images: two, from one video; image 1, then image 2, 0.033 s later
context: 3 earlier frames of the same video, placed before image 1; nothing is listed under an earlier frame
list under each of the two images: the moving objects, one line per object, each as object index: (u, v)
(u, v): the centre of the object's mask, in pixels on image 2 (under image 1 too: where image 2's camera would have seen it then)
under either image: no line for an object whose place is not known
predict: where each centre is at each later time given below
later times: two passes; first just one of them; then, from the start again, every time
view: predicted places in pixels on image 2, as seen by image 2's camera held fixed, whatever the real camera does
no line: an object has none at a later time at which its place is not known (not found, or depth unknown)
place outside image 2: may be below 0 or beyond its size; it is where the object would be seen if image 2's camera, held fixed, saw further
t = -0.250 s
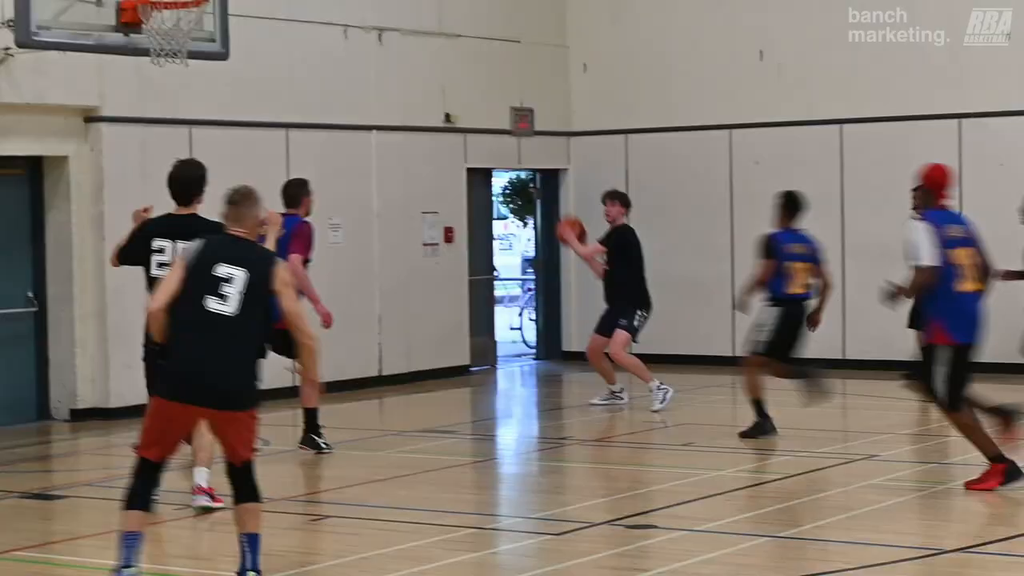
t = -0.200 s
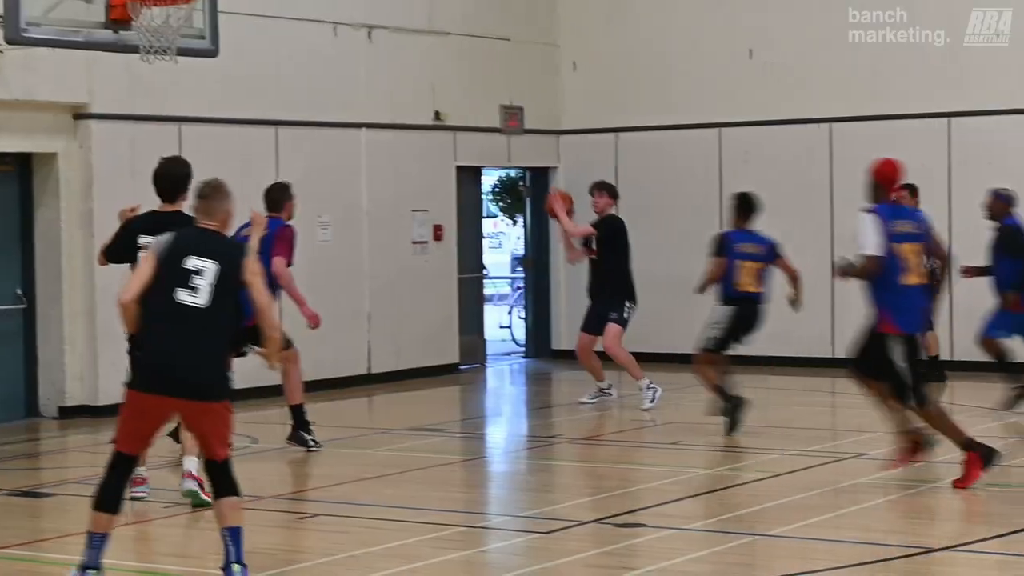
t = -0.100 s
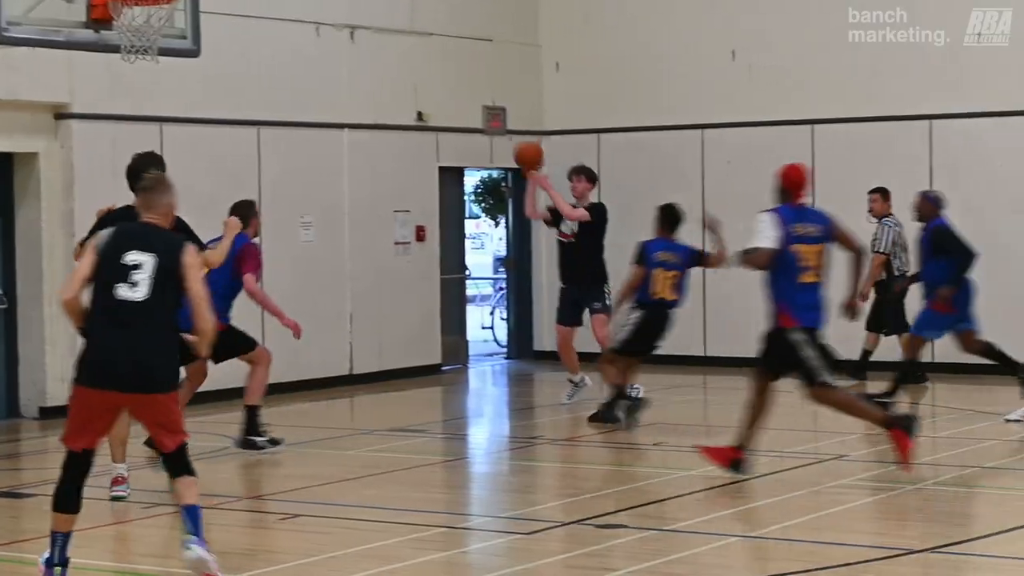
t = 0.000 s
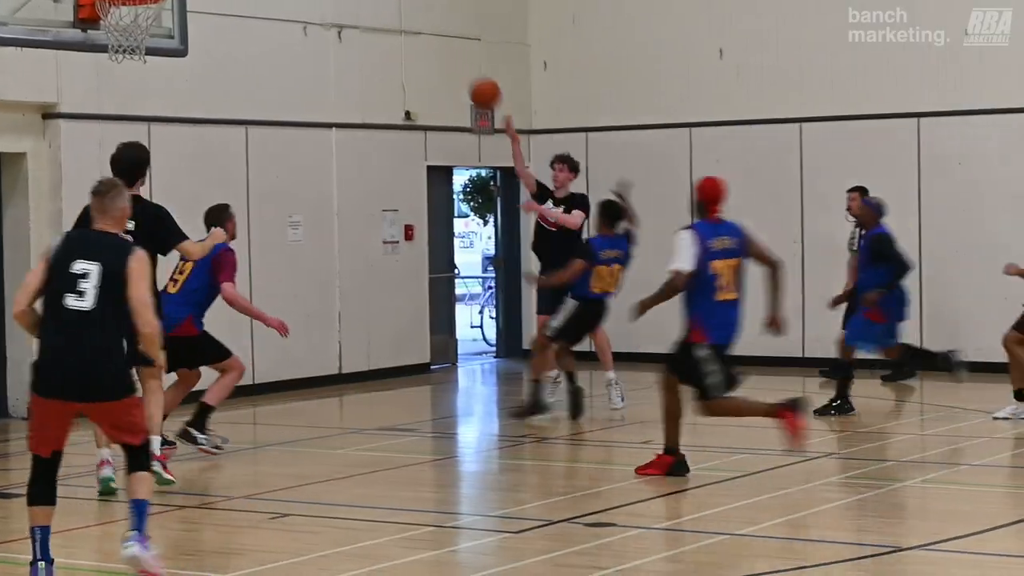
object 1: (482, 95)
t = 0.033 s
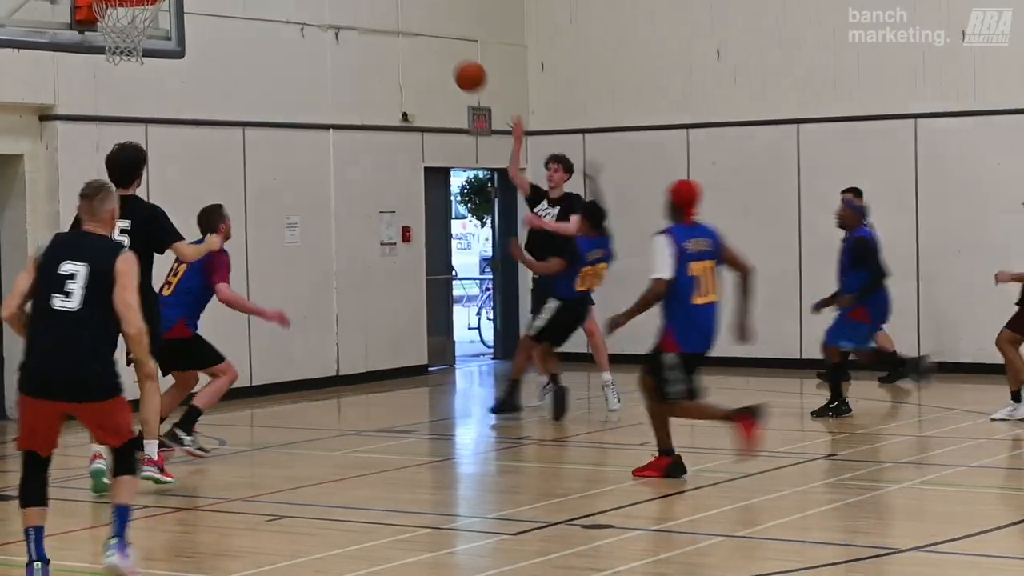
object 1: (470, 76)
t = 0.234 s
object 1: (392, -12)
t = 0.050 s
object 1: (464, 68)
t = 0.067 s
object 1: (457, 58)
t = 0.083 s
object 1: (451, 51)
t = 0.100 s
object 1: (445, 43)
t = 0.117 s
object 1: (439, 35)
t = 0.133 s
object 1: (432, 27)
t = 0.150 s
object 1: (426, 20)
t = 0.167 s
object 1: (419, 13)
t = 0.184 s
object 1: (413, 6)
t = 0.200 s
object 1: (406, 0)
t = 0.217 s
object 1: (399, -6)
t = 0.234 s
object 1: (392, -12)
